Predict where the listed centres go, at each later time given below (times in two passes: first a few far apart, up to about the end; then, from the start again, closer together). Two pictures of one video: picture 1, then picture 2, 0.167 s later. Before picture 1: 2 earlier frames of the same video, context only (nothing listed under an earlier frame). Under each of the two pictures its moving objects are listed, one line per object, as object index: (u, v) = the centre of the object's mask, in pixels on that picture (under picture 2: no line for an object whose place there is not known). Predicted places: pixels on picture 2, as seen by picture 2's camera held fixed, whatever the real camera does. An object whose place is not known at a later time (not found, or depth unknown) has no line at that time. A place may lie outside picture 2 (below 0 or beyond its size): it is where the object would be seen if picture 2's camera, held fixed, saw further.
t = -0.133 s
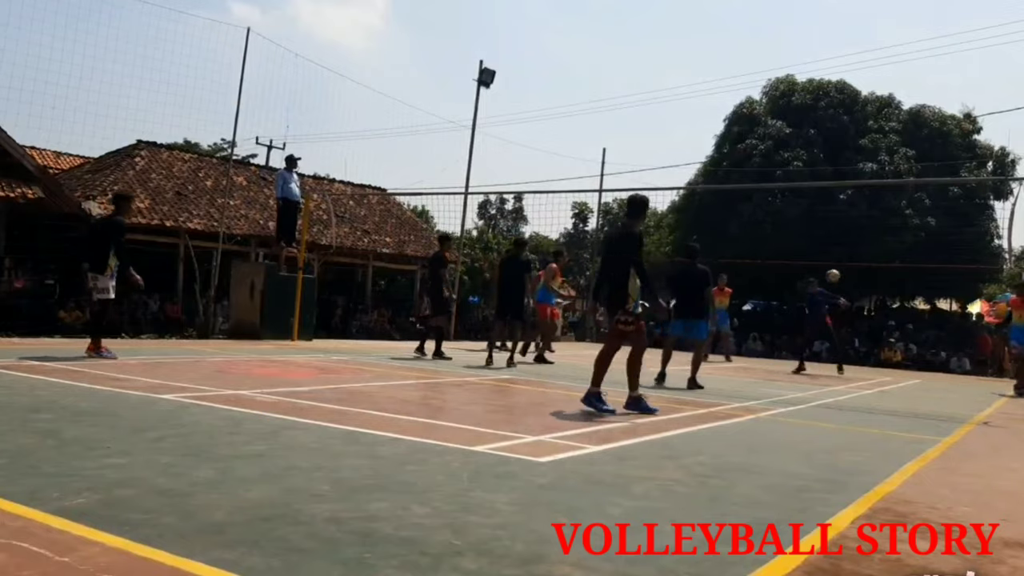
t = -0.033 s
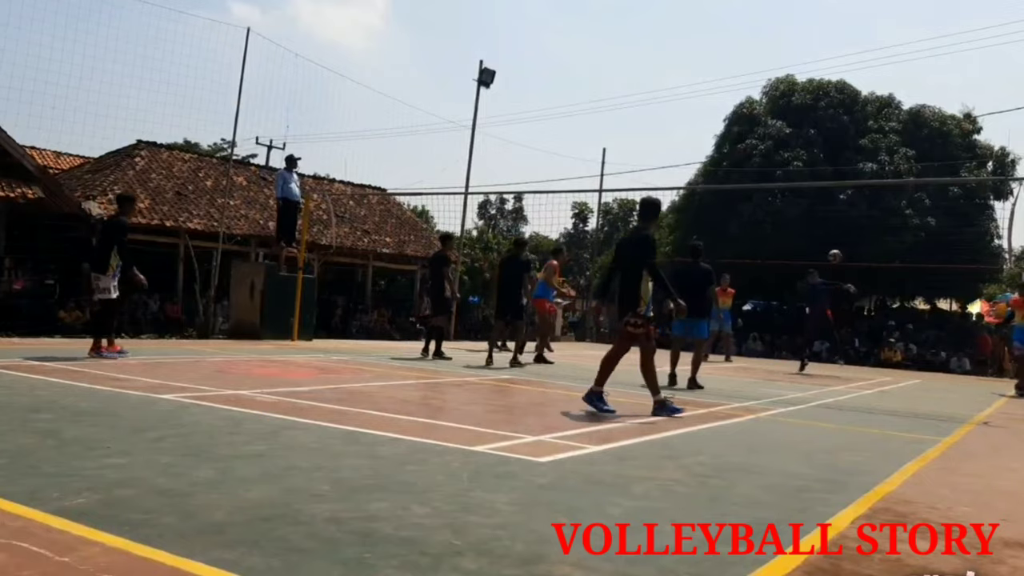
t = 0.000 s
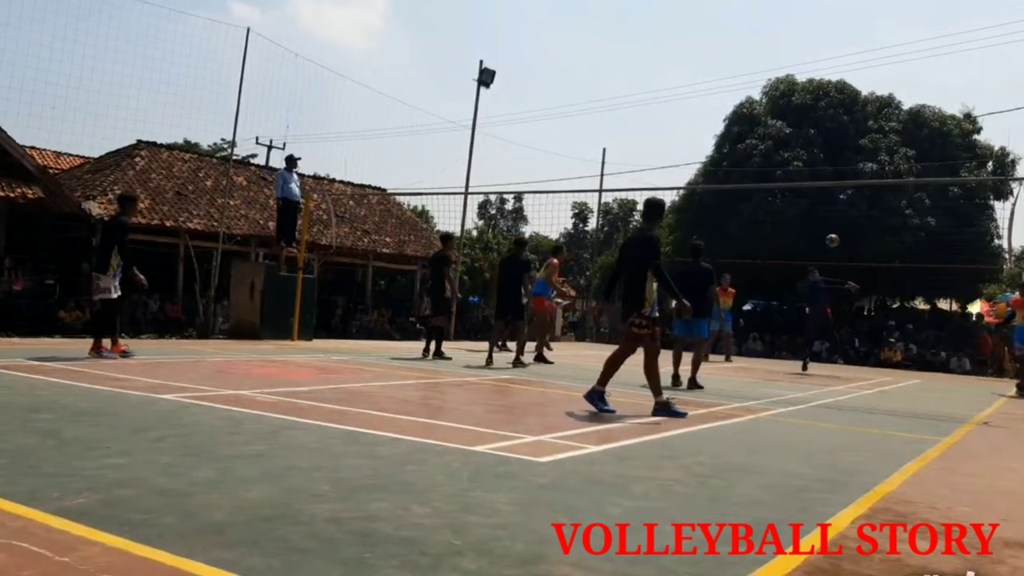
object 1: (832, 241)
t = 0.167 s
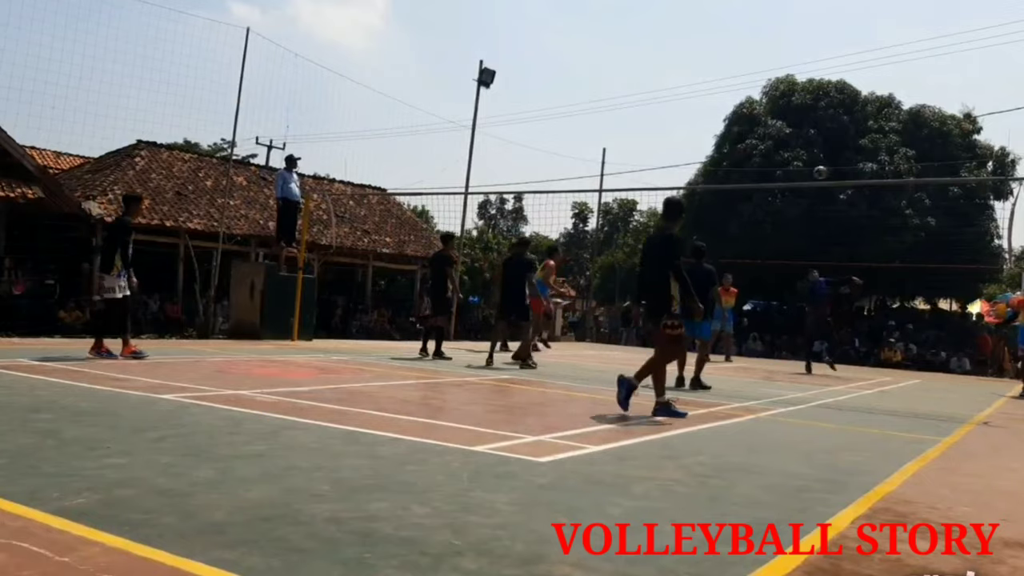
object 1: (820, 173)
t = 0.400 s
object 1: (801, 104)
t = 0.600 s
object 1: (782, 70)
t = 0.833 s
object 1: (757, 60)
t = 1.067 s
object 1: (730, 84)
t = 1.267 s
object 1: (704, 130)
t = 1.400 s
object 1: (686, 176)
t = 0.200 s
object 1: (817, 161)
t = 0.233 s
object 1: (815, 150)
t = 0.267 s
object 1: (812, 139)
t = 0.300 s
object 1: (809, 129)
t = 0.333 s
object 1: (806, 121)
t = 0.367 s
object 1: (804, 112)
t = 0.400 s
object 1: (801, 104)
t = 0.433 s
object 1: (798, 95)
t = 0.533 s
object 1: (790, 80)
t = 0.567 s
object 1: (785, 75)
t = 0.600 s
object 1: (782, 70)
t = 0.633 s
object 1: (778, 67)
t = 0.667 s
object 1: (775, 64)
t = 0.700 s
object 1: (771, 62)
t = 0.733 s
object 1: (768, 60)
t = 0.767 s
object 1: (764, 60)
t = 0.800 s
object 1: (760, 60)
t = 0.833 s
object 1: (757, 60)
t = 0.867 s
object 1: (753, 62)
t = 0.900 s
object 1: (749, 63)
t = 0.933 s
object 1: (745, 66)
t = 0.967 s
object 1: (741, 69)
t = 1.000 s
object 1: (737, 73)
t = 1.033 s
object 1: (734, 78)
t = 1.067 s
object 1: (730, 84)
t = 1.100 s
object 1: (725, 90)
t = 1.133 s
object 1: (721, 96)
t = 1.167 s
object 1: (717, 104)
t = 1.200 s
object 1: (712, 112)
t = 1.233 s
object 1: (708, 121)
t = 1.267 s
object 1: (704, 130)
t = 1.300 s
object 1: (699, 141)
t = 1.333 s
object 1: (695, 152)
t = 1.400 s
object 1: (686, 176)
